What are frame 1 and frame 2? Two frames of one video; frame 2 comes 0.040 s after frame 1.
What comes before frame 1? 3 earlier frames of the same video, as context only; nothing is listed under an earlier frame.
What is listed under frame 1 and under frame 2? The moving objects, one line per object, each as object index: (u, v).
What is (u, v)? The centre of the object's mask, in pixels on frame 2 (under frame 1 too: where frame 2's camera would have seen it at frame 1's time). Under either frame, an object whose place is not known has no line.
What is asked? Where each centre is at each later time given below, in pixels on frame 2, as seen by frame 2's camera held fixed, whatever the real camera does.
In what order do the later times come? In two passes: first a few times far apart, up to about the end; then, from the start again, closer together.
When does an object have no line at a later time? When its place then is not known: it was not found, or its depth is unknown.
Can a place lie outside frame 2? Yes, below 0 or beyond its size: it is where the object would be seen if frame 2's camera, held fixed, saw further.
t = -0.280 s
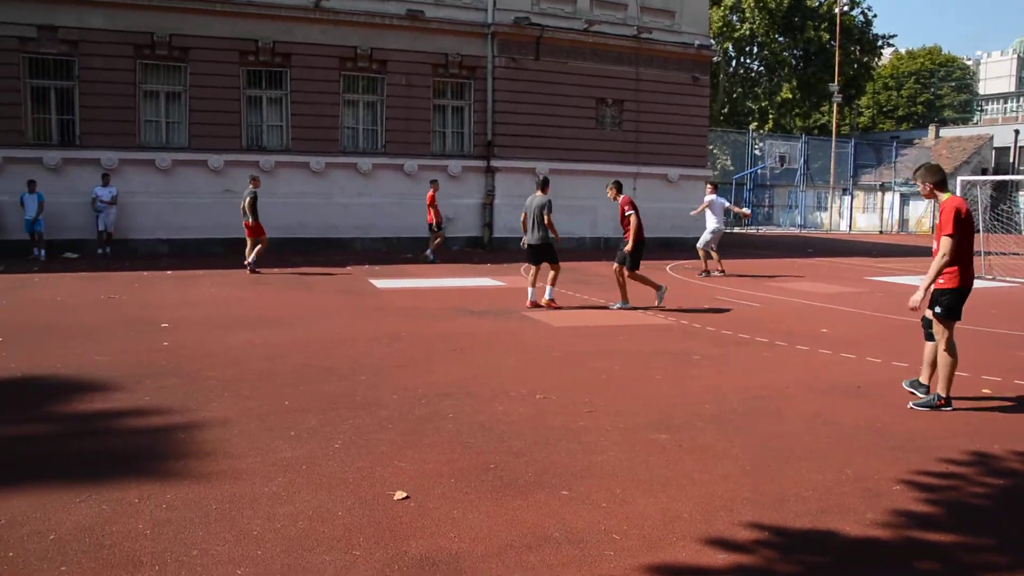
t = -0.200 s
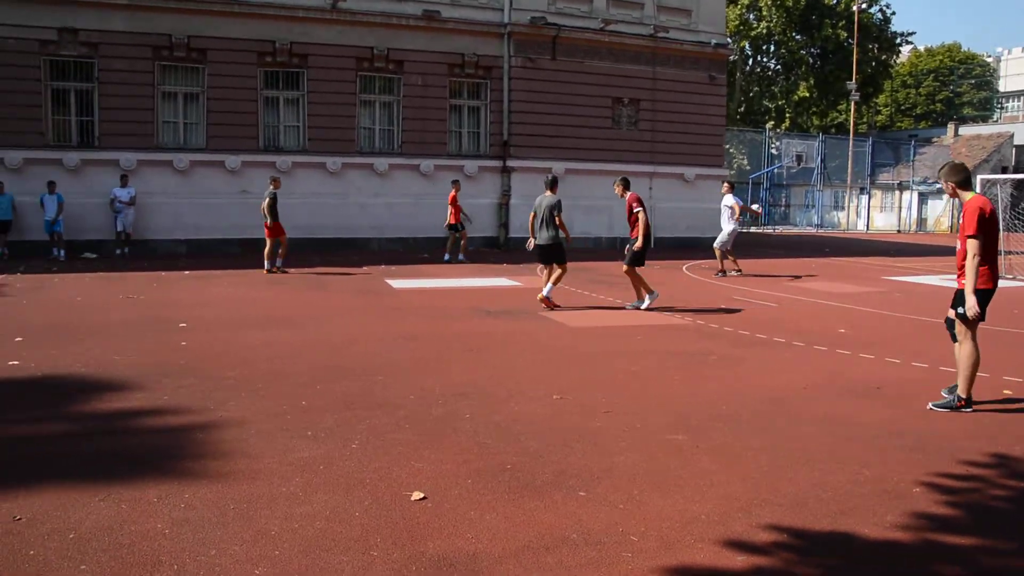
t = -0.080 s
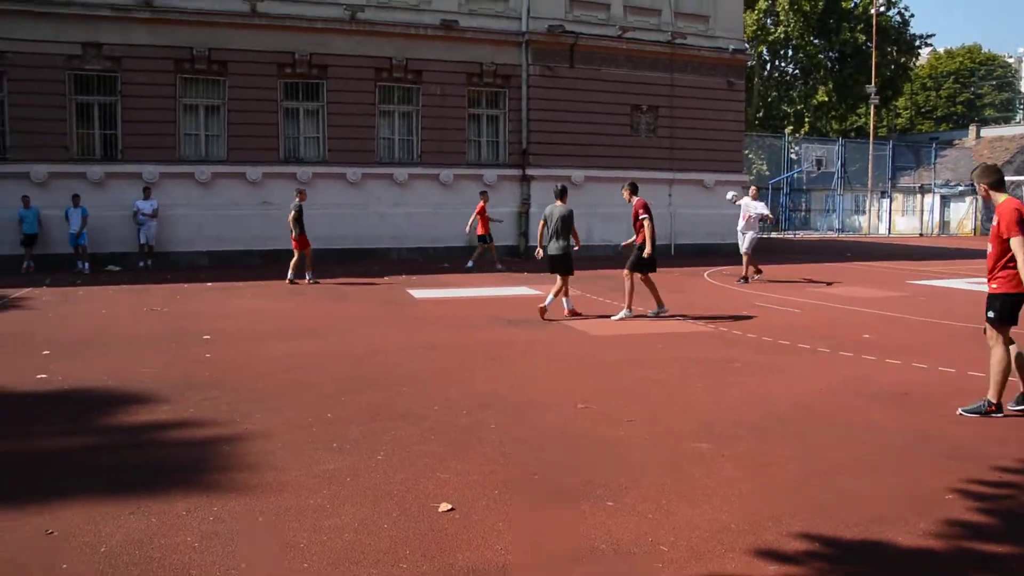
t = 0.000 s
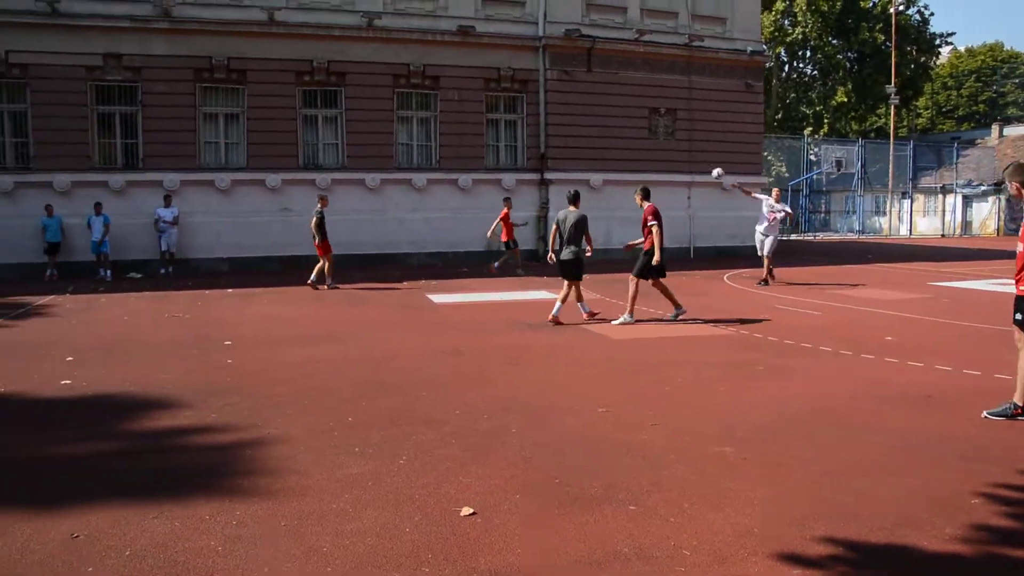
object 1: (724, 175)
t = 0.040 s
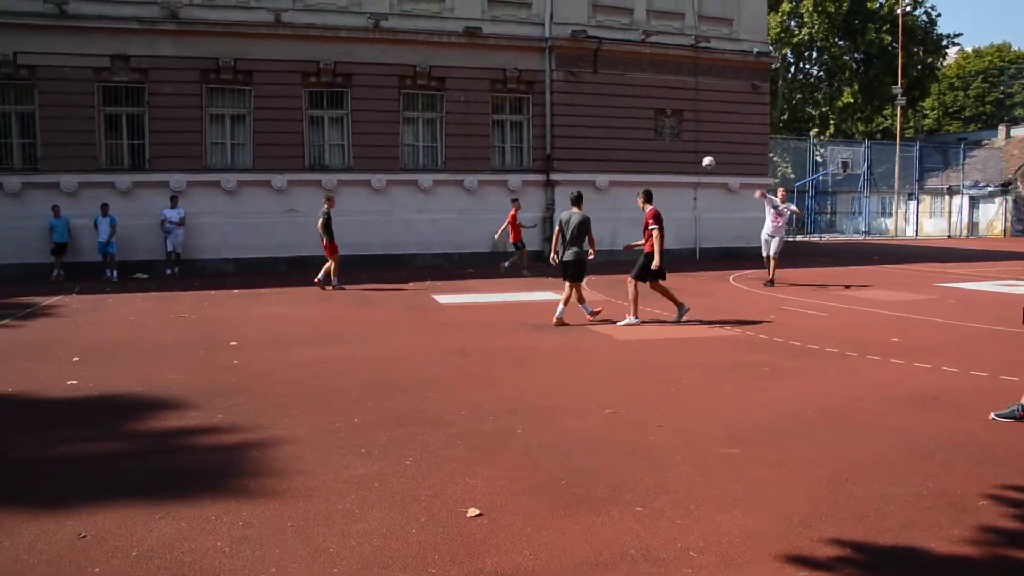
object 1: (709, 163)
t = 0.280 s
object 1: (592, 94)
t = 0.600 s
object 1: (345, 32)
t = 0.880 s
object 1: (14, 44)
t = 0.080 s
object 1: (692, 150)
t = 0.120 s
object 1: (674, 138)
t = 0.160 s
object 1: (656, 127)
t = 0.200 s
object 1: (636, 116)
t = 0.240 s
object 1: (614, 104)
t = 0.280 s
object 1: (592, 94)
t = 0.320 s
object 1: (568, 84)
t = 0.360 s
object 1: (541, 74)
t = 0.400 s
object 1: (513, 66)
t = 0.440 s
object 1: (484, 57)
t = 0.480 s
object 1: (452, 49)
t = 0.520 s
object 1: (419, 42)
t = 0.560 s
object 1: (383, 37)
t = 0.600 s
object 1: (345, 32)
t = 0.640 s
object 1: (306, 30)
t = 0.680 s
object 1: (264, 28)
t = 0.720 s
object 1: (219, 27)
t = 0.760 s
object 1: (171, 28)
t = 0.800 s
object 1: (122, 32)
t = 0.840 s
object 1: (70, 36)
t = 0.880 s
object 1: (14, 44)
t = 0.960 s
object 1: (-105, 65)
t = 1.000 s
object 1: (-170, 80)
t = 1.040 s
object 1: (-237, 96)
